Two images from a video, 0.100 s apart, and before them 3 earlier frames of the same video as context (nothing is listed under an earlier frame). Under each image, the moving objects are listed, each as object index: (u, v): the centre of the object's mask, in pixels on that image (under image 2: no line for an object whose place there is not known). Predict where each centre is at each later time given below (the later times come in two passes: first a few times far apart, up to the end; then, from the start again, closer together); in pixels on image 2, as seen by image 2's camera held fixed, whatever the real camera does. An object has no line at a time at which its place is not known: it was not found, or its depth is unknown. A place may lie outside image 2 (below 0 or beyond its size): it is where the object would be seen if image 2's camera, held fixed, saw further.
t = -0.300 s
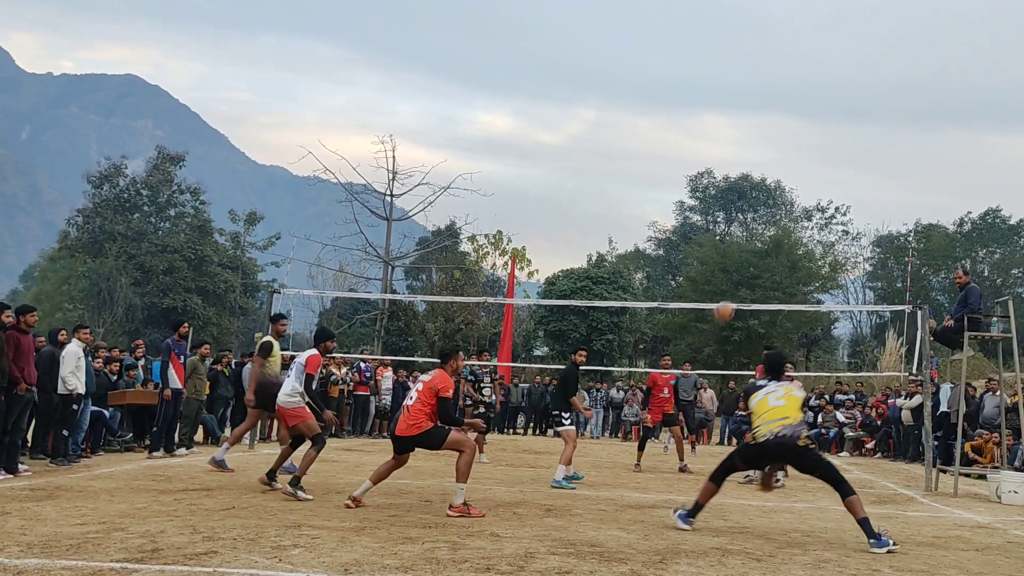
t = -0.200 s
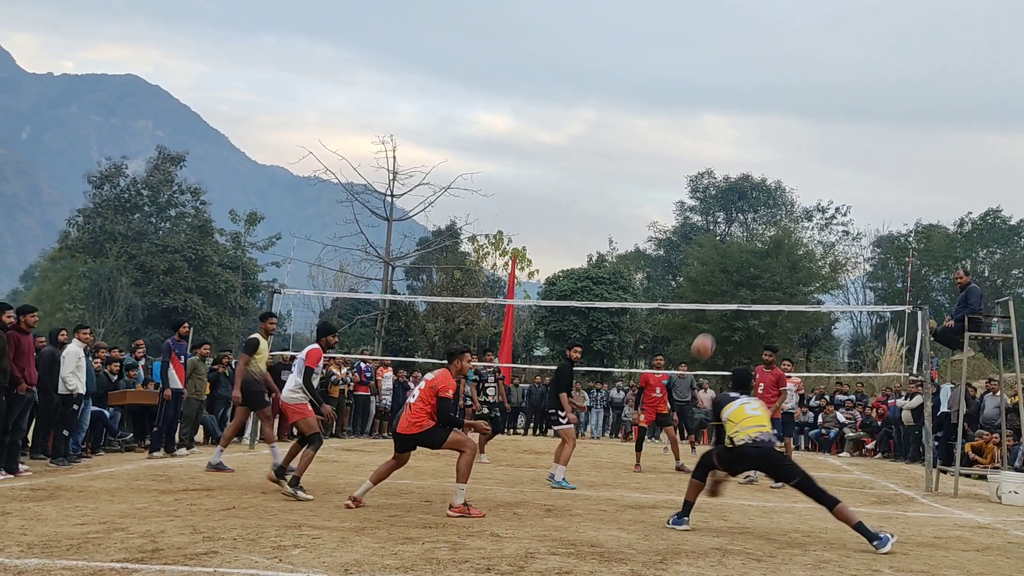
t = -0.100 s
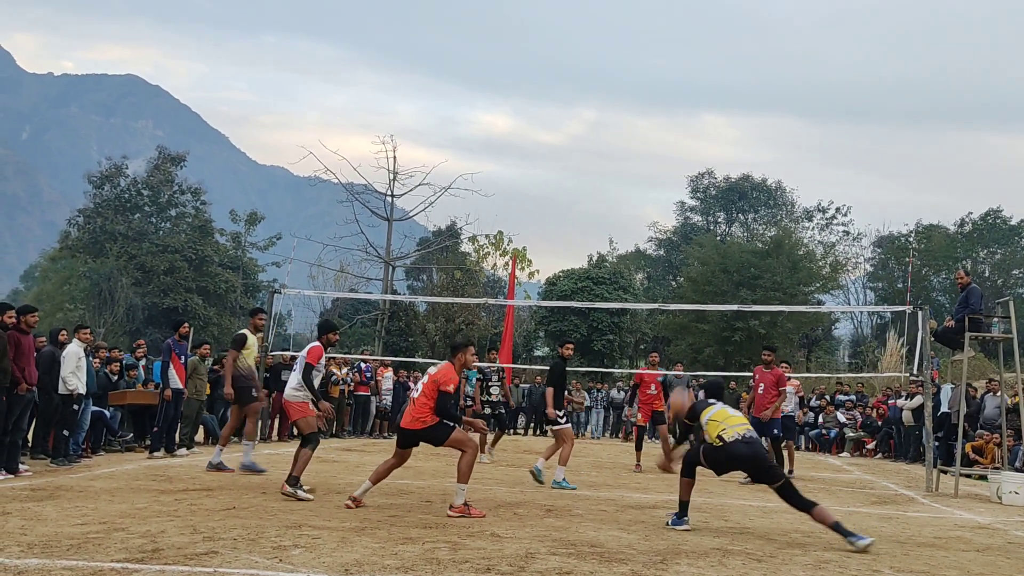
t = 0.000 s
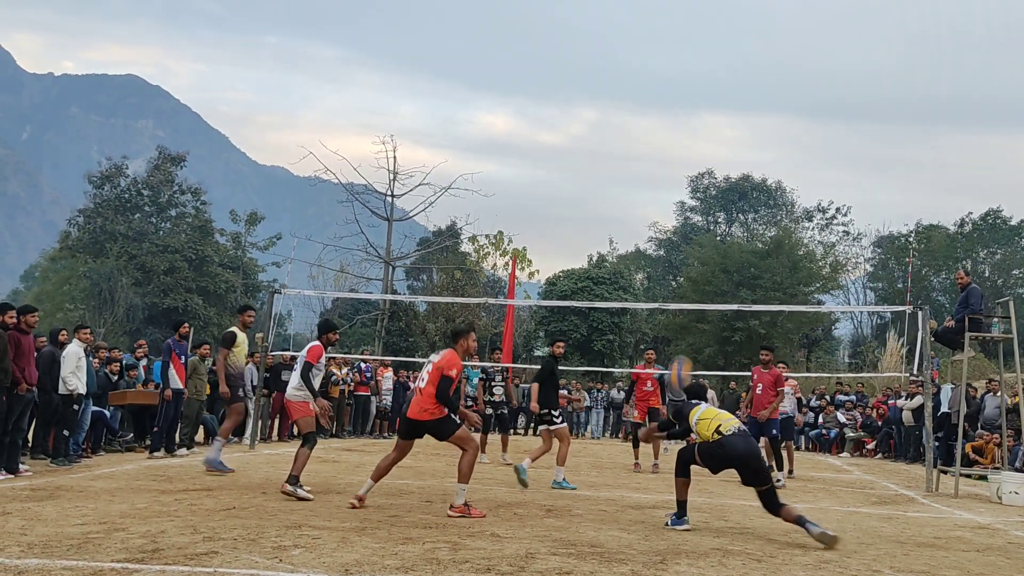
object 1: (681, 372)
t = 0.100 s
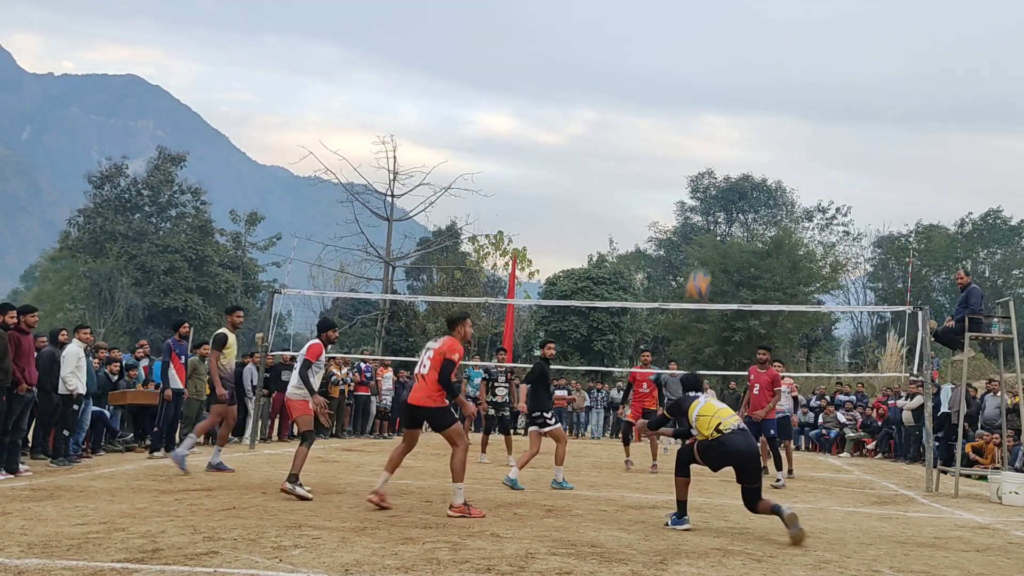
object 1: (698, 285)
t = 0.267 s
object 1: (728, 173)
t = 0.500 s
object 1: (766, 80)
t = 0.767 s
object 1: (805, 43)
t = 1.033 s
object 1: (839, 70)
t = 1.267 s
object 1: (865, 142)
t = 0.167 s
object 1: (710, 236)
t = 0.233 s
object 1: (723, 194)
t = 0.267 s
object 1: (728, 173)
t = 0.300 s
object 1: (734, 157)
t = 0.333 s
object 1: (739, 140)
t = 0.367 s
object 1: (745, 125)
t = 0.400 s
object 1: (750, 112)
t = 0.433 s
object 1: (756, 100)
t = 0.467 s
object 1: (761, 89)
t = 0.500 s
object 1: (766, 80)
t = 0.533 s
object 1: (771, 71)
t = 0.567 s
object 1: (776, 64)
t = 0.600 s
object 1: (781, 58)
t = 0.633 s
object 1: (786, 53)
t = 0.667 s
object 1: (791, 49)
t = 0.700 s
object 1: (796, 46)
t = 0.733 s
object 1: (800, 44)
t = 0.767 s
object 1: (805, 43)
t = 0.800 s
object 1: (809, 43)
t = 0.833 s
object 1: (813, 45)
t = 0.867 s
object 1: (818, 46)
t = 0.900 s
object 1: (822, 49)
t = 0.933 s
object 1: (826, 53)
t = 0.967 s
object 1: (830, 58)
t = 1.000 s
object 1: (835, 64)
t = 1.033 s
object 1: (839, 70)
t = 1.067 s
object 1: (843, 78)
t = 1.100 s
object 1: (846, 87)
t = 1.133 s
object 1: (850, 96)
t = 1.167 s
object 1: (854, 106)
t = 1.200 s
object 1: (858, 117)
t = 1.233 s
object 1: (861, 129)
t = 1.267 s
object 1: (865, 142)
